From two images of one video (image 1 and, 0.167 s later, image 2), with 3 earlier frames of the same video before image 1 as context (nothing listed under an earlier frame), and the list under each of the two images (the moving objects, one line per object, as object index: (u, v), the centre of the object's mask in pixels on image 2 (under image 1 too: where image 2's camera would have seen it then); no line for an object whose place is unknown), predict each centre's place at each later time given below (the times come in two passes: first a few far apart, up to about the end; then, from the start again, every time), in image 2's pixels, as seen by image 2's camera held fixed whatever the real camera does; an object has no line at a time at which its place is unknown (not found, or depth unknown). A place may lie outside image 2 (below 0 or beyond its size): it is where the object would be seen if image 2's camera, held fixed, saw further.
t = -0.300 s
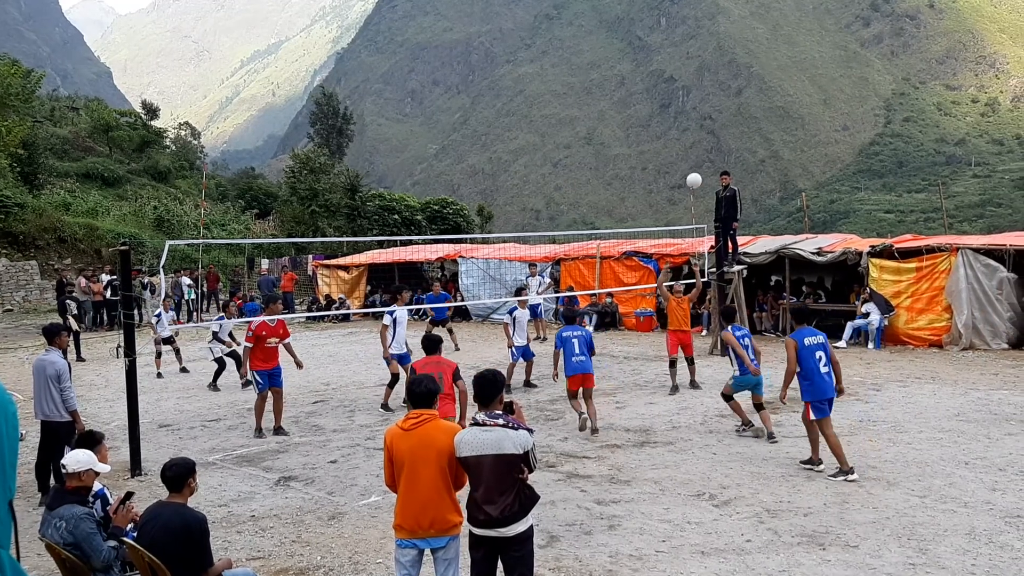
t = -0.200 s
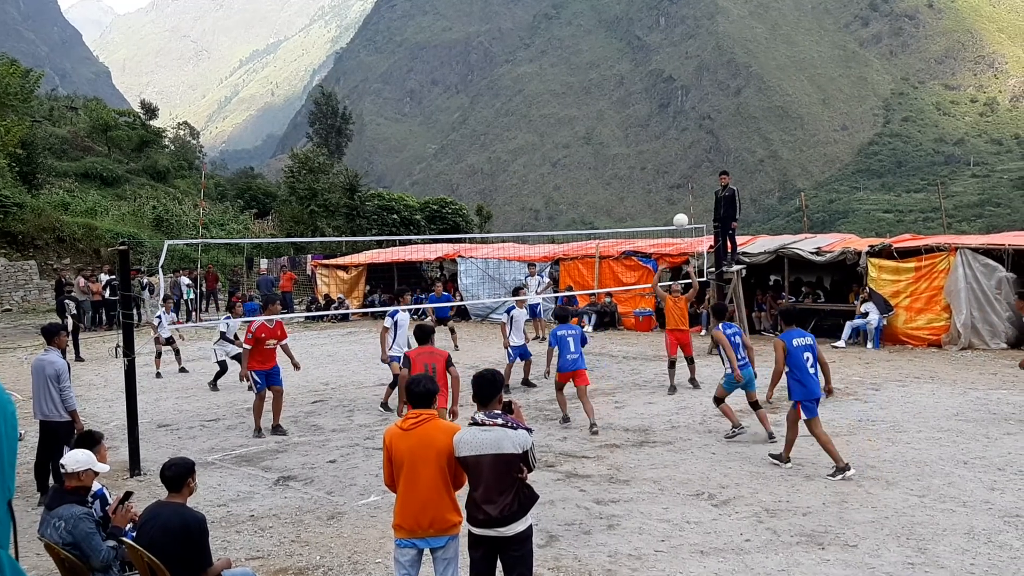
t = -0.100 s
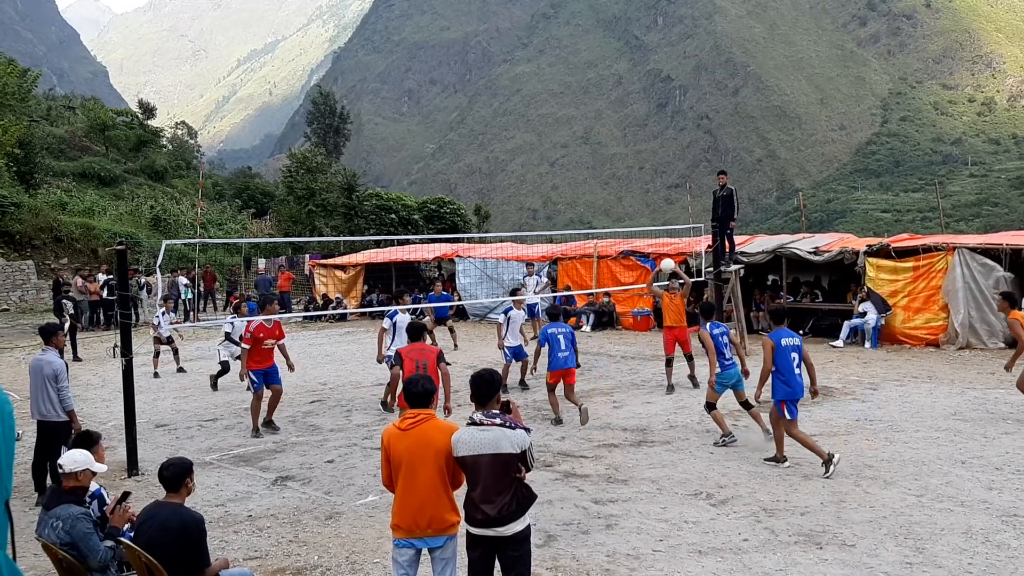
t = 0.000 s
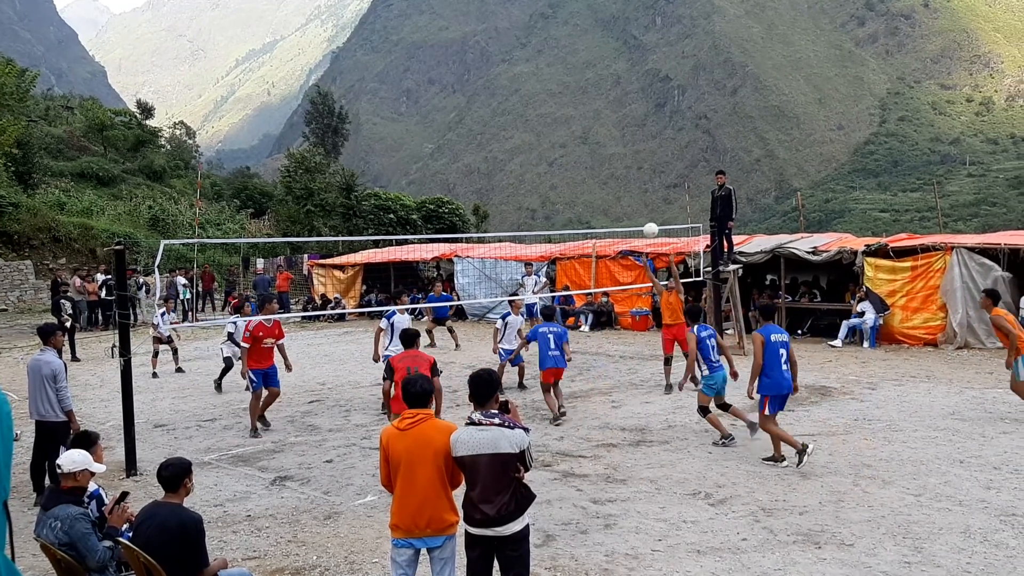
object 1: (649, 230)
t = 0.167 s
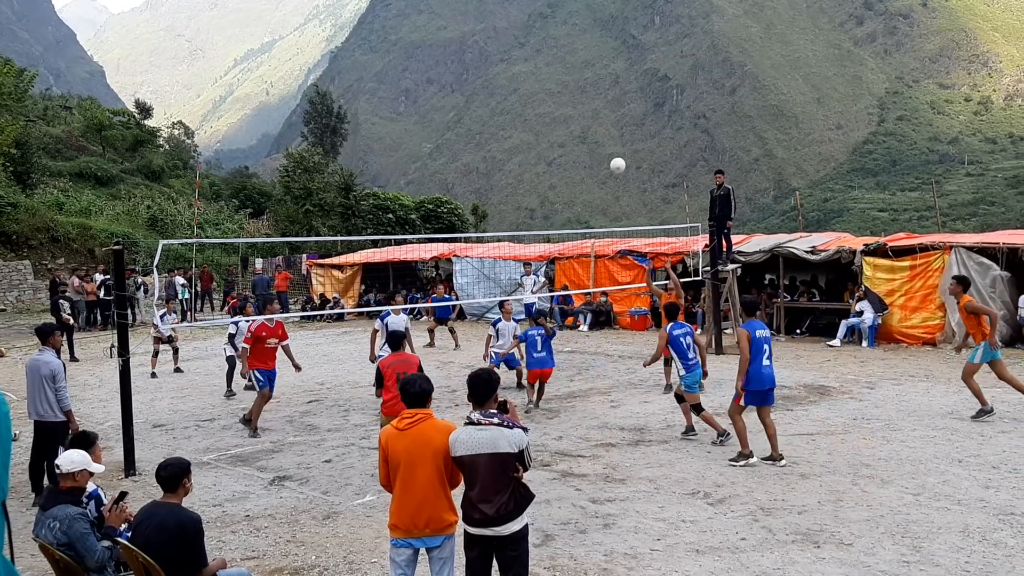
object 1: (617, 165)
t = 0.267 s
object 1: (598, 135)
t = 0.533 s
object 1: (545, 88)
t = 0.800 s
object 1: (490, 93)
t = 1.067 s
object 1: (437, 154)
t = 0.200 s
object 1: (611, 155)
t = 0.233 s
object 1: (605, 145)
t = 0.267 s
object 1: (598, 135)
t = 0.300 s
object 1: (591, 127)
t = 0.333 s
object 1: (585, 119)
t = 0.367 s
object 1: (578, 112)
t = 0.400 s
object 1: (572, 105)
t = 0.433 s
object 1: (565, 100)
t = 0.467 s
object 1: (558, 95)
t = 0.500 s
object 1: (552, 91)
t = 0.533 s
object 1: (545, 88)
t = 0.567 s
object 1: (538, 85)
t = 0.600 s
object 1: (531, 84)
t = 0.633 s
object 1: (524, 83)
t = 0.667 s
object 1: (518, 83)
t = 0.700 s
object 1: (511, 84)
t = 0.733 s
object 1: (504, 86)
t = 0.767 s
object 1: (497, 89)
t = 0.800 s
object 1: (490, 93)
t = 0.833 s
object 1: (484, 97)
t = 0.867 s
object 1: (477, 102)
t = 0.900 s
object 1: (470, 109)
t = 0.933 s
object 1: (463, 116)
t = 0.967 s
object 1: (457, 124)
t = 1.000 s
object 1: (450, 133)
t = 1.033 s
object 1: (443, 143)
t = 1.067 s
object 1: (437, 154)
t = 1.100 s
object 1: (430, 166)
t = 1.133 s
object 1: (423, 179)
